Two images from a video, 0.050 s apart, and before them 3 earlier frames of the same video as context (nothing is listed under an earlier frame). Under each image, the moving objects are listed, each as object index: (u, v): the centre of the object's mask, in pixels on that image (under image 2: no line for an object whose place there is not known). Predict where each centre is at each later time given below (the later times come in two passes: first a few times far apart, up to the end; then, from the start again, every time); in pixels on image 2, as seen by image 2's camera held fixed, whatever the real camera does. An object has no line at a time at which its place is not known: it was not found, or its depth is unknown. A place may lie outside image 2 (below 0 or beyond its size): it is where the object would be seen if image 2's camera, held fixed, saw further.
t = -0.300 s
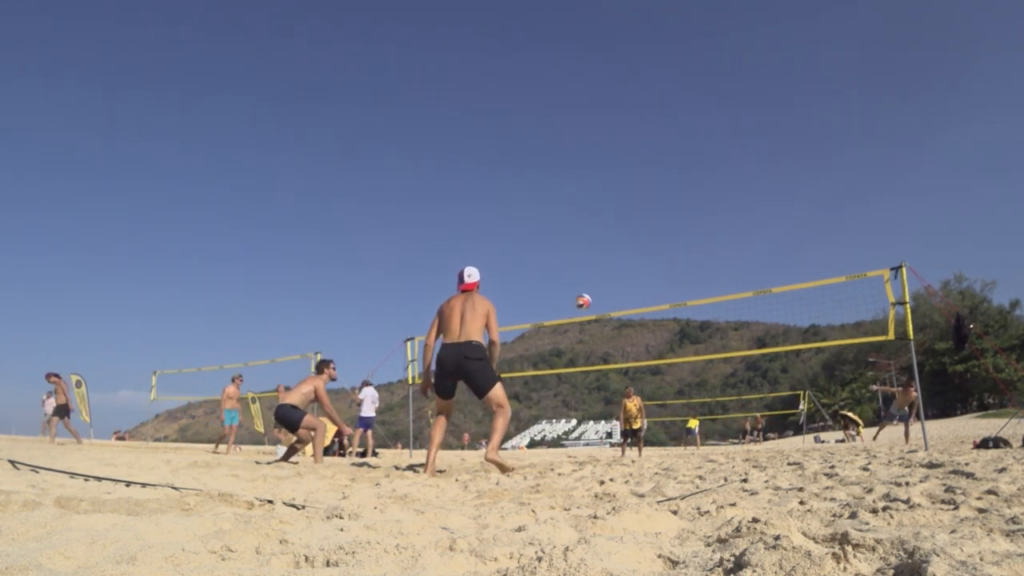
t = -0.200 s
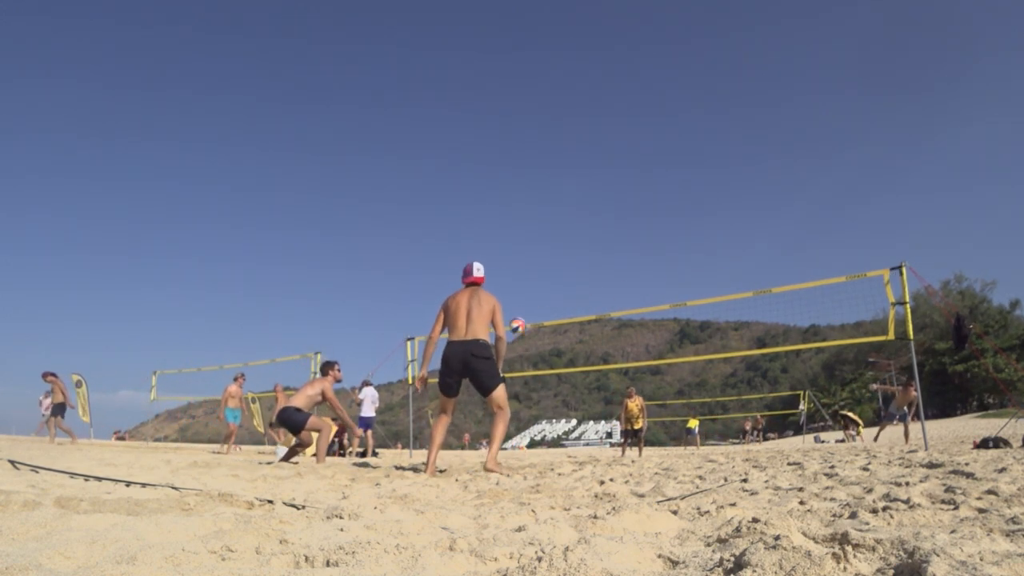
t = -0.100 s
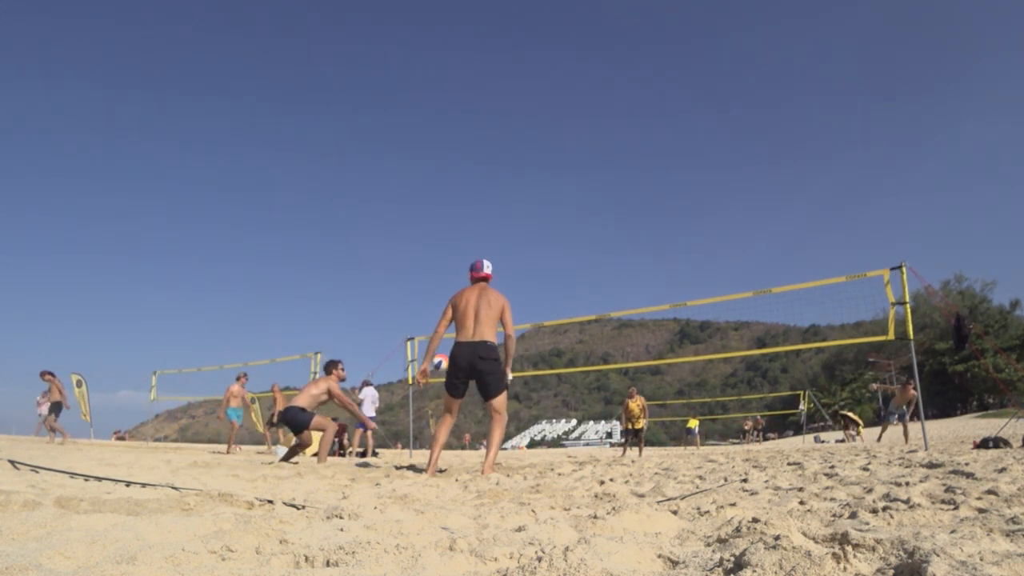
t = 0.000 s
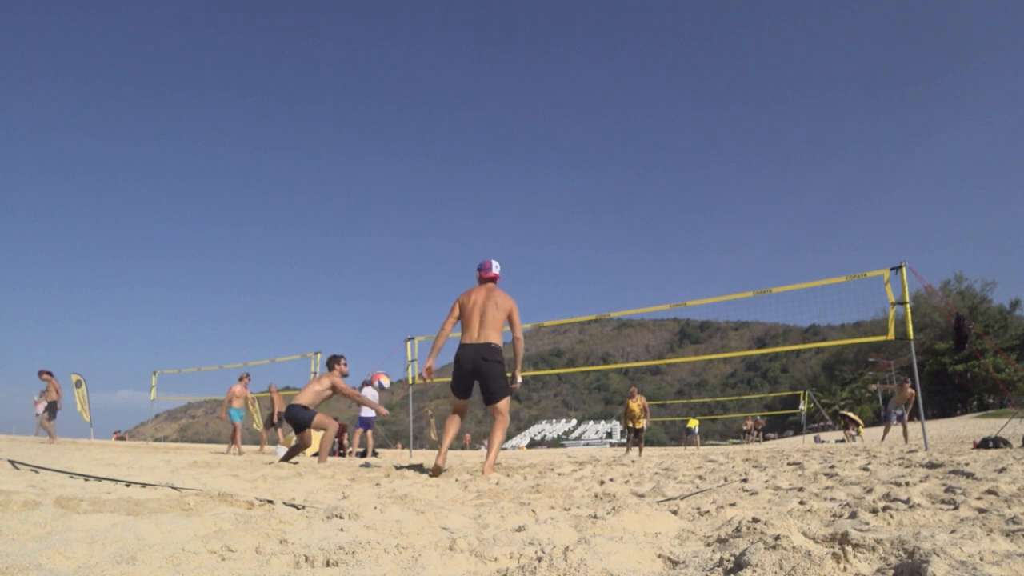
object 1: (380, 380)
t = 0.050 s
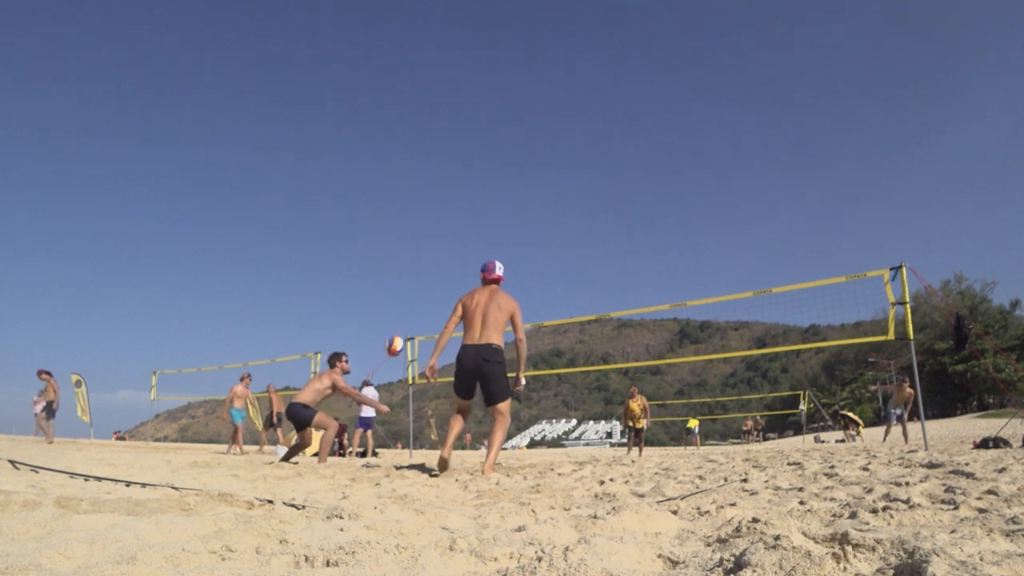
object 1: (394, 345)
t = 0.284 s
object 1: (451, 221)
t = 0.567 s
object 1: (507, 142)
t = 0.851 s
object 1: (555, 125)
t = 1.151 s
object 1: (605, 171)
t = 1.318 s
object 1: (633, 227)
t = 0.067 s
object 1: (398, 334)
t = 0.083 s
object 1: (403, 324)
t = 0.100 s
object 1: (408, 314)
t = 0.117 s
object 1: (412, 304)
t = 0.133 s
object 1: (416, 294)
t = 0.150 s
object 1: (420, 285)
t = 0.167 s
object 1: (424, 276)
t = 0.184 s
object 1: (429, 267)
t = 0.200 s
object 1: (432, 259)
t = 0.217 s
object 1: (437, 251)
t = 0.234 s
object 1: (440, 243)
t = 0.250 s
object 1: (444, 235)
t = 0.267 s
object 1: (447, 229)
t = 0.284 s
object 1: (451, 221)
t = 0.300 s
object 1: (455, 214)
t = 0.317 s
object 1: (459, 208)
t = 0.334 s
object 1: (462, 202)
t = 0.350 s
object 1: (466, 197)
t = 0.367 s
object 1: (469, 191)
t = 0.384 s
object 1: (472, 185)
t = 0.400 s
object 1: (476, 180)
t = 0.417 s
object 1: (478, 175)
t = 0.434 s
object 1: (482, 171)
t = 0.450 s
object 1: (486, 167)
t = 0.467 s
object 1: (489, 161)
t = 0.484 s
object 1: (492, 158)
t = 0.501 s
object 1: (495, 154)
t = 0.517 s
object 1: (498, 151)
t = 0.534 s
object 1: (501, 148)
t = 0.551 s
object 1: (504, 145)
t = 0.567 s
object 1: (507, 142)
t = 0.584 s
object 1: (510, 139)
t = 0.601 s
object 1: (512, 136)
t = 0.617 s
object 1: (516, 135)
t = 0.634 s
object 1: (519, 132)
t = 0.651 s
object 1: (521, 130)
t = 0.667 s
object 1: (524, 129)
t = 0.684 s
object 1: (527, 128)
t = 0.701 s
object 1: (530, 127)
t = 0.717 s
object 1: (533, 126)
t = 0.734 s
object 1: (536, 125)
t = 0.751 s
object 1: (538, 124)
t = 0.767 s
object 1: (541, 124)
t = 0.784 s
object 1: (543, 123)
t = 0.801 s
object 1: (546, 124)
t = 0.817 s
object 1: (549, 123)
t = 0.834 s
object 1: (552, 124)
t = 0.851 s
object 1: (555, 125)
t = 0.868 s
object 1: (558, 125)
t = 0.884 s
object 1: (560, 127)
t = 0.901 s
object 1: (563, 128)
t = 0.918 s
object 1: (566, 129)
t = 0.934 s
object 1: (569, 131)
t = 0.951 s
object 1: (571, 132)
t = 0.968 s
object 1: (574, 134)
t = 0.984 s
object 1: (577, 137)
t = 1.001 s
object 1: (580, 139)
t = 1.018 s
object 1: (582, 141)
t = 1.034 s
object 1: (585, 144)
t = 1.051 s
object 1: (588, 148)
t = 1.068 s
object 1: (591, 151)
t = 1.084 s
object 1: (593, 154)
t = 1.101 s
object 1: (596, 158)
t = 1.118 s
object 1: (599, 162)
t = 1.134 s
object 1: (602, 166)
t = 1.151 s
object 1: (605, 171)
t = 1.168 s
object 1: (607, 175)
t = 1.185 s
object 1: (611, 180)
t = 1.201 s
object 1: (613, 185)
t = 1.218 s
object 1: (616, 191)
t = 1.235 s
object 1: (619, 196)
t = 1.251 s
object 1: (622, 202)
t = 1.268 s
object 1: (625, 208)
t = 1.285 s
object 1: (627, 214)
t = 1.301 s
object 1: (631, 220)
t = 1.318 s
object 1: (633, 227)
